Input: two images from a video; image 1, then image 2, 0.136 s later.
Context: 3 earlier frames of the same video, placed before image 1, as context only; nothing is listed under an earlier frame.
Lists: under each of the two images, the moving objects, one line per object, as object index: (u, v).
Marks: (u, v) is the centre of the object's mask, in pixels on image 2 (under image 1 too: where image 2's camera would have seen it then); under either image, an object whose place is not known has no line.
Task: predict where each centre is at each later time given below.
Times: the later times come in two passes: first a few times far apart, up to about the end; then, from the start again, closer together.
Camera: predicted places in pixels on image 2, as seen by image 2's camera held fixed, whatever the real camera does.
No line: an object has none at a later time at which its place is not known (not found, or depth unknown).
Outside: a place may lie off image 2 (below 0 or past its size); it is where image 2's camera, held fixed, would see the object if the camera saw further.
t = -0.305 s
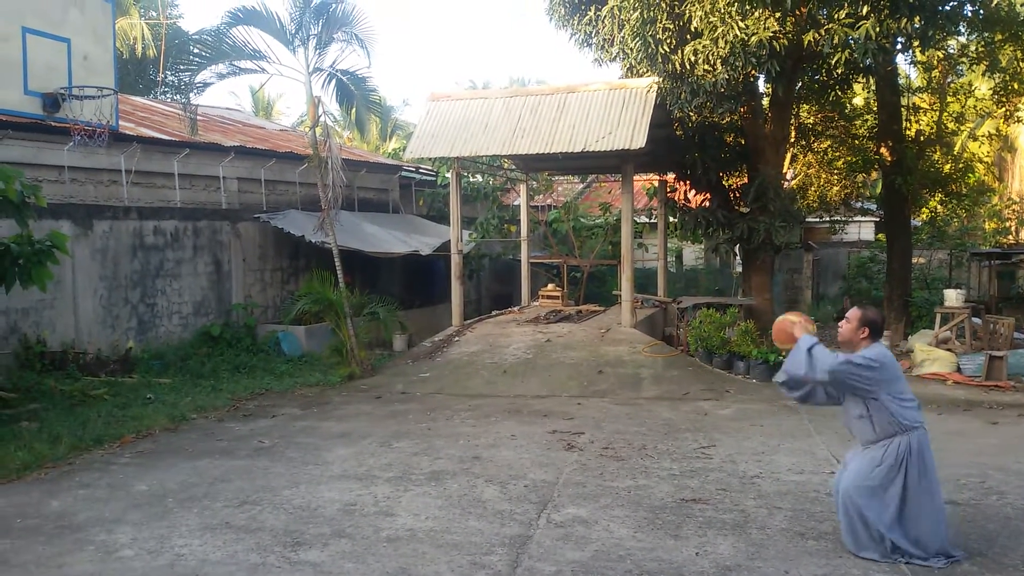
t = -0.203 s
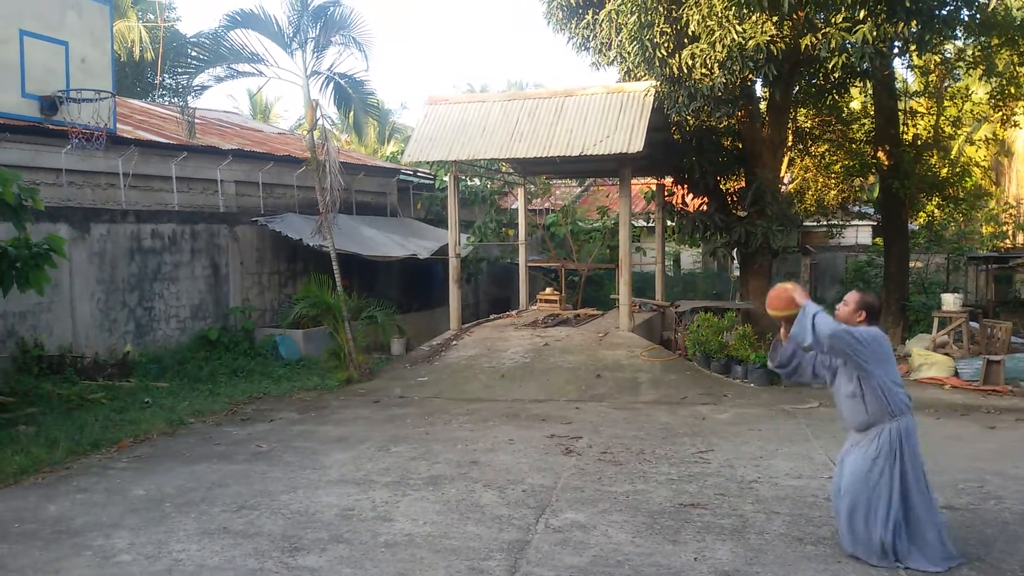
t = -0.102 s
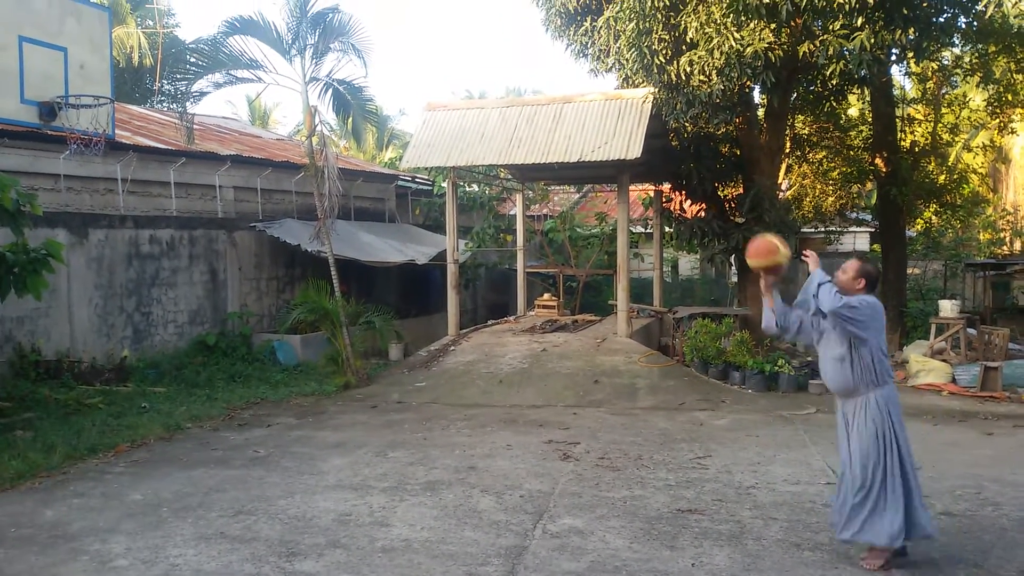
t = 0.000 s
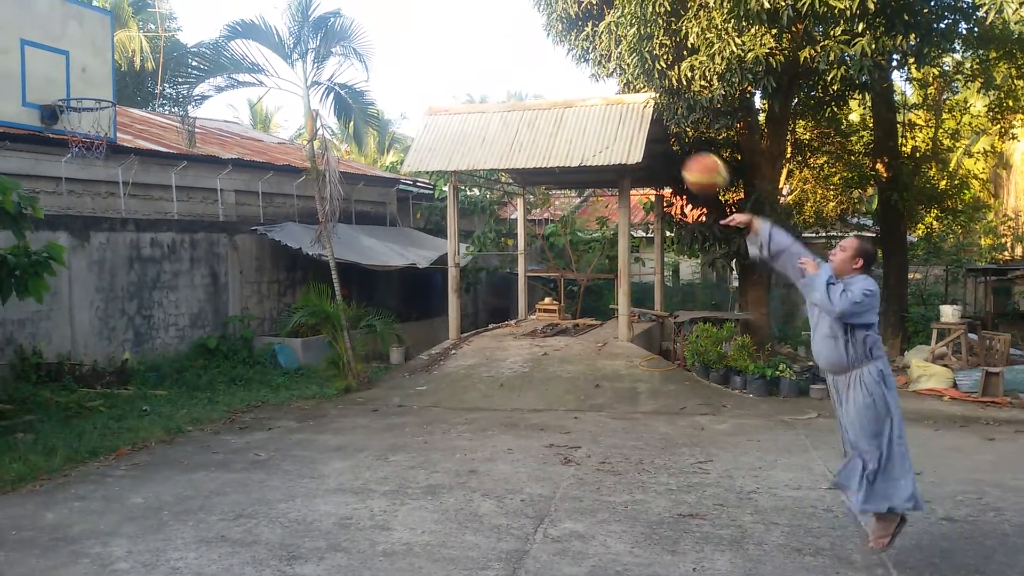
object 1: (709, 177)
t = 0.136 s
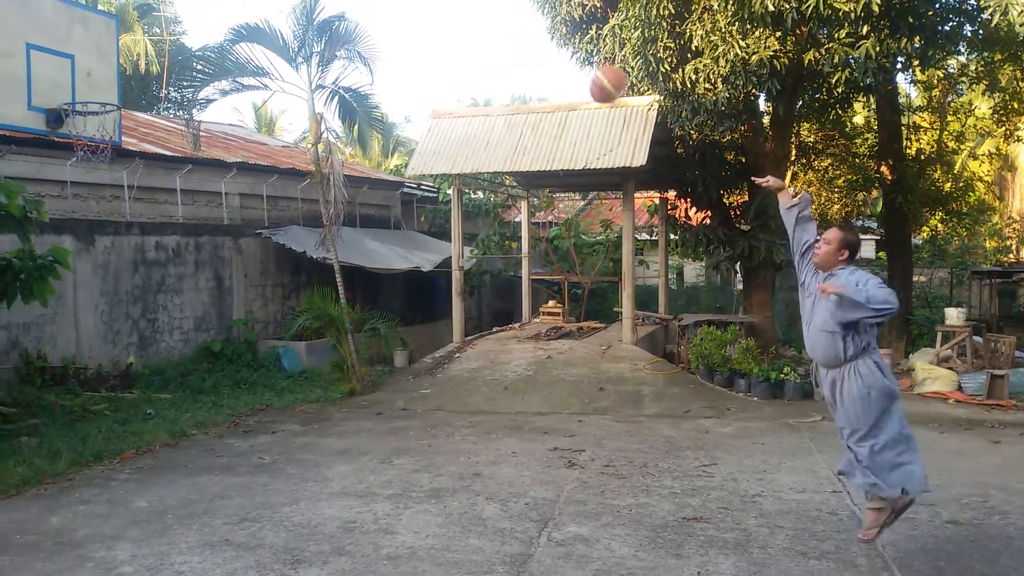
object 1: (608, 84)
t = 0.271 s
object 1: (511, 25)
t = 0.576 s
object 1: (317, 4)
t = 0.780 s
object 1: (204, 60)
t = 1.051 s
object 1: (81, 207)
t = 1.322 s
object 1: (-7, 421)
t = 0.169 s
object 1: (584, 66)
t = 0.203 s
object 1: (559, 50)
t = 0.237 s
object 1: (535, 37)
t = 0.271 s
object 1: (511, 25)
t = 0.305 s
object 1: (488, 16)
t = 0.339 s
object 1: (466, 8)
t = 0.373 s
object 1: (443, 4)
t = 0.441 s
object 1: (400, -1)
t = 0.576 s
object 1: (317, 4)
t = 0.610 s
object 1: (298, 7)
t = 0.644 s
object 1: (279, 15)
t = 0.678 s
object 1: (260, 23)
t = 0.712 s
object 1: (241, 35)
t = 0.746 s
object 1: (222, 46)
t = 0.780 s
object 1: (204, 60)
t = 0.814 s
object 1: (186, 72)
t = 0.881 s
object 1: (156, 105)
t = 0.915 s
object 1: (139, 123)
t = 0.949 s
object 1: (123, 143)
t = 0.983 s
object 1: (110, 164)
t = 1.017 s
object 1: (94, 185)
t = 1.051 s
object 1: (81, 207)
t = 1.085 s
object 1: (69, 230)
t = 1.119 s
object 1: (55, 255)
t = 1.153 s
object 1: (42, 281)
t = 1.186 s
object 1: (30, 307)
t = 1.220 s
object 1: (18, 334)
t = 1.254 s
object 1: (6, 361)
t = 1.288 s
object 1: (-2, 390)
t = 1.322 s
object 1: (-7, 421)
